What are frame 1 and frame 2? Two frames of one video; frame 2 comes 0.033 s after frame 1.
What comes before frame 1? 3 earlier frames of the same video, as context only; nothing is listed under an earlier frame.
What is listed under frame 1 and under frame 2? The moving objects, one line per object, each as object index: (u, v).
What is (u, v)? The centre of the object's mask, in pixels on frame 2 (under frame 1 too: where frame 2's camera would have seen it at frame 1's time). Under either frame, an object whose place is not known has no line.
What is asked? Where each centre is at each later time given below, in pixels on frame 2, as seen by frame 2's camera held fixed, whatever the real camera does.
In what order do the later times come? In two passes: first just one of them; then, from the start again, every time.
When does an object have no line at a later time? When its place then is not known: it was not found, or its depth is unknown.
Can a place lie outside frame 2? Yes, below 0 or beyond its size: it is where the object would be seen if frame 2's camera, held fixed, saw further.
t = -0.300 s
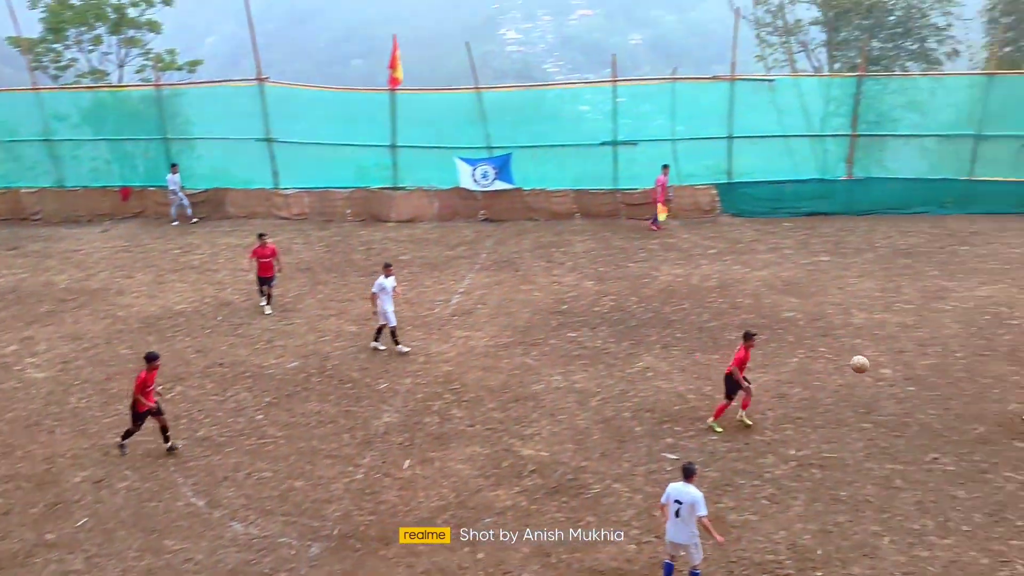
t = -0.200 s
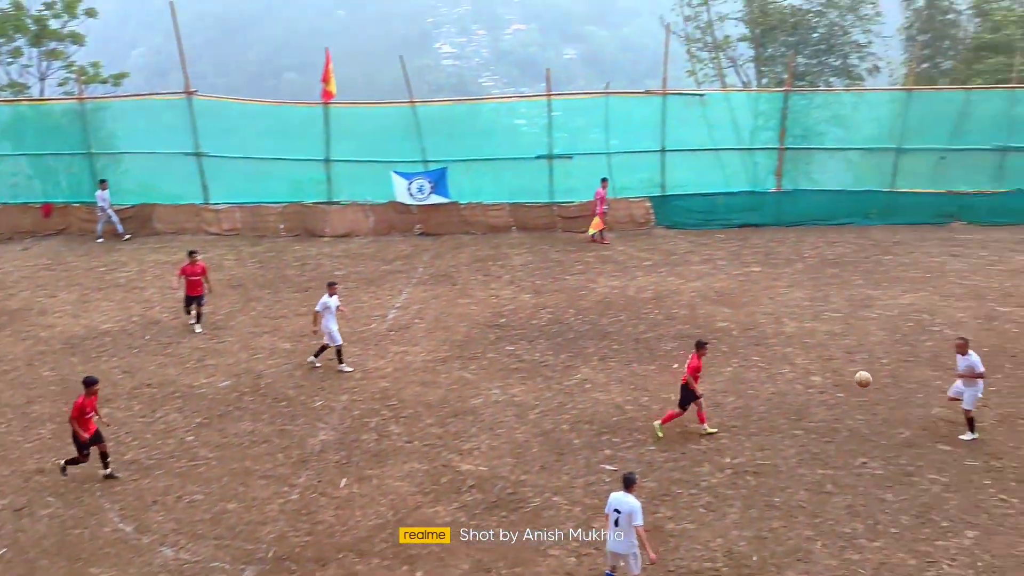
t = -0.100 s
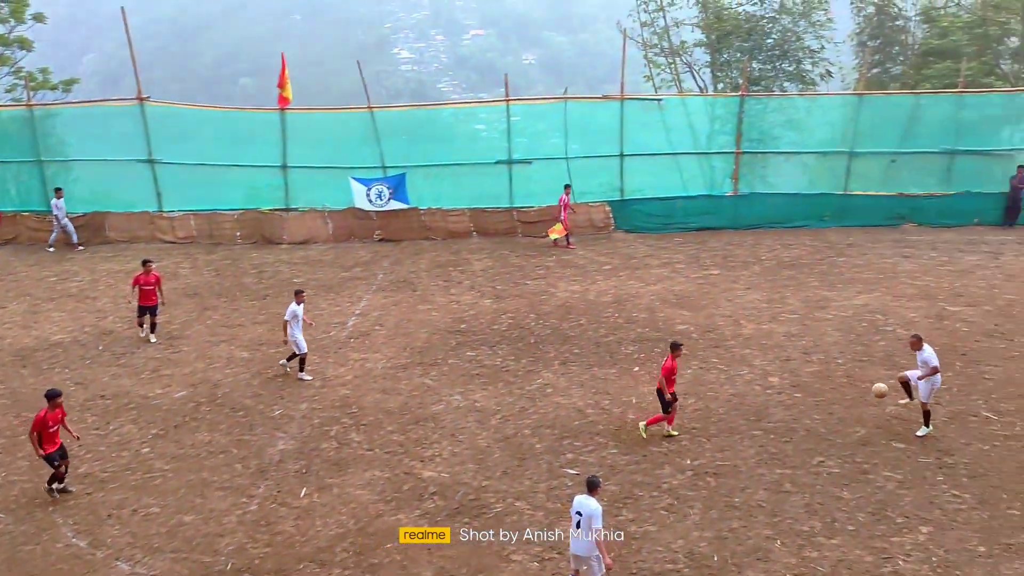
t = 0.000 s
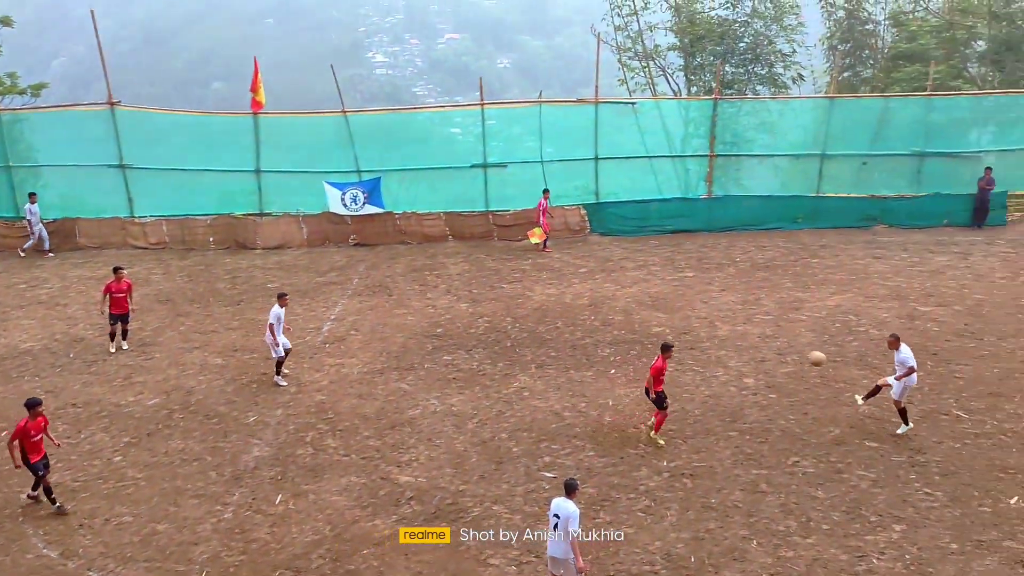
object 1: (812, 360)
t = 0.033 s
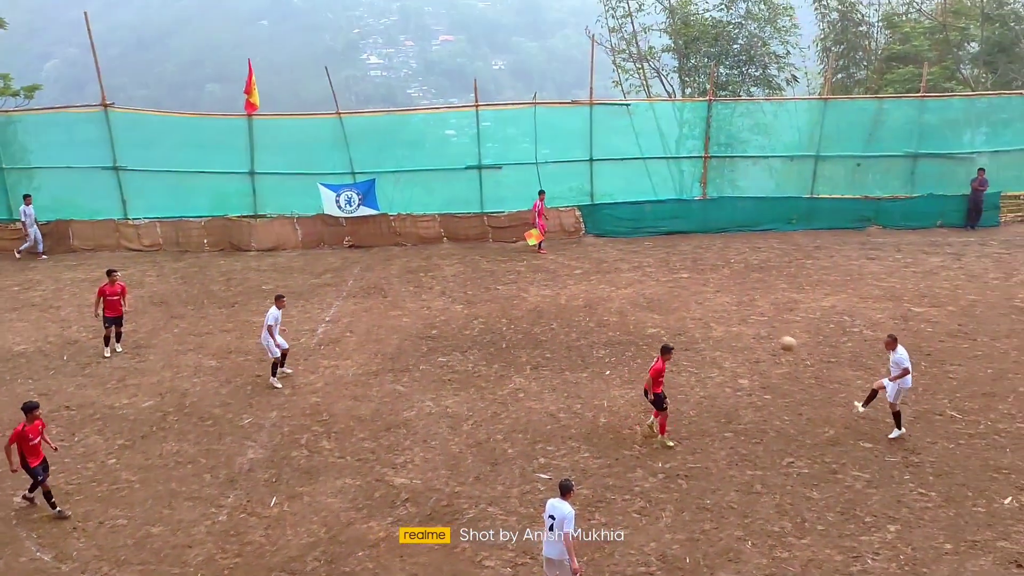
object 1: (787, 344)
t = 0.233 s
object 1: (640, 259)
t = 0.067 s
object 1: (764, 328)
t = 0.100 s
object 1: (739, 314)
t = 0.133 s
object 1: (714, 299)
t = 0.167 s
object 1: (690, 285)
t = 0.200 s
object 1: (665, 272)
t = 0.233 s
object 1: (640, 259)
